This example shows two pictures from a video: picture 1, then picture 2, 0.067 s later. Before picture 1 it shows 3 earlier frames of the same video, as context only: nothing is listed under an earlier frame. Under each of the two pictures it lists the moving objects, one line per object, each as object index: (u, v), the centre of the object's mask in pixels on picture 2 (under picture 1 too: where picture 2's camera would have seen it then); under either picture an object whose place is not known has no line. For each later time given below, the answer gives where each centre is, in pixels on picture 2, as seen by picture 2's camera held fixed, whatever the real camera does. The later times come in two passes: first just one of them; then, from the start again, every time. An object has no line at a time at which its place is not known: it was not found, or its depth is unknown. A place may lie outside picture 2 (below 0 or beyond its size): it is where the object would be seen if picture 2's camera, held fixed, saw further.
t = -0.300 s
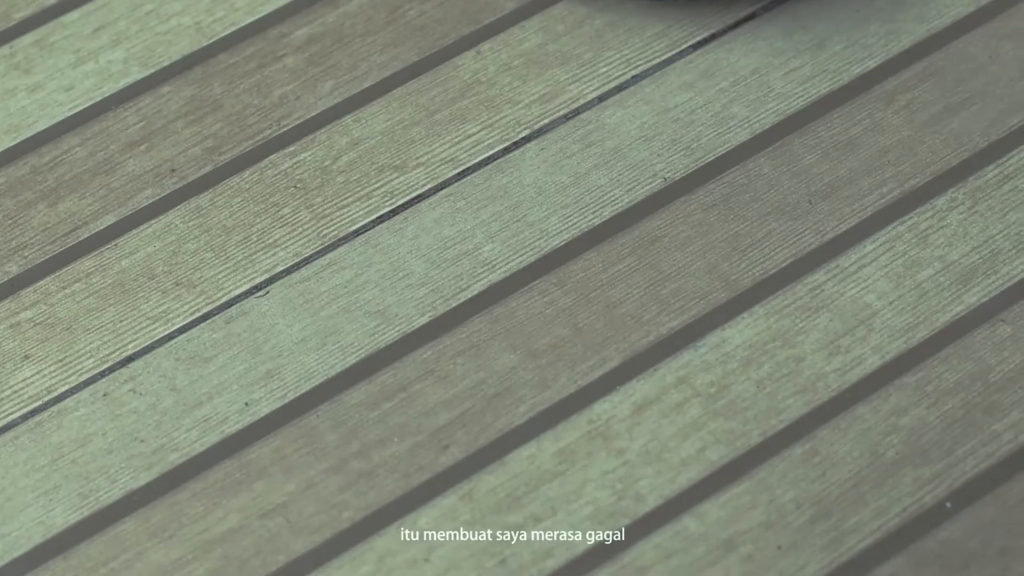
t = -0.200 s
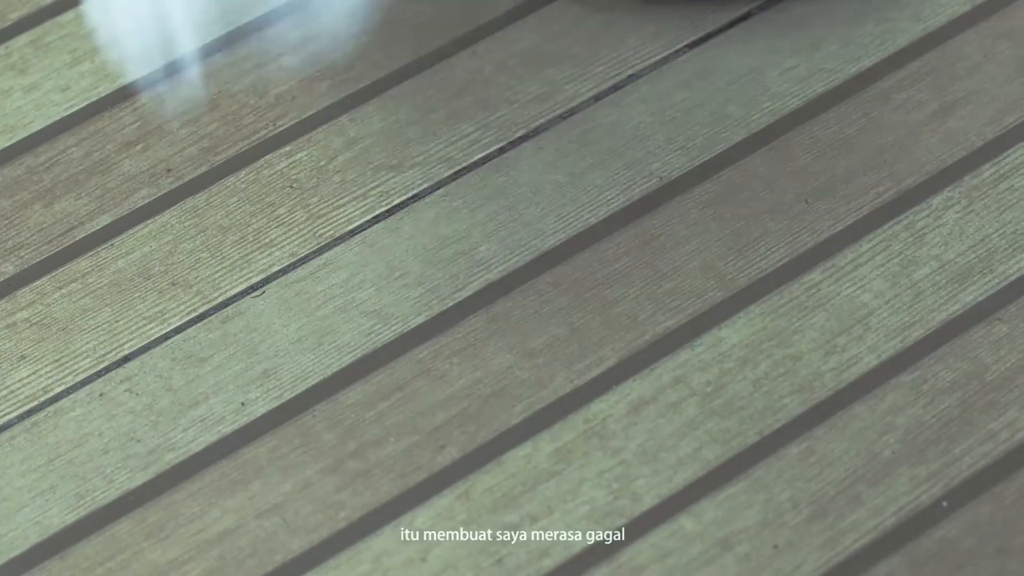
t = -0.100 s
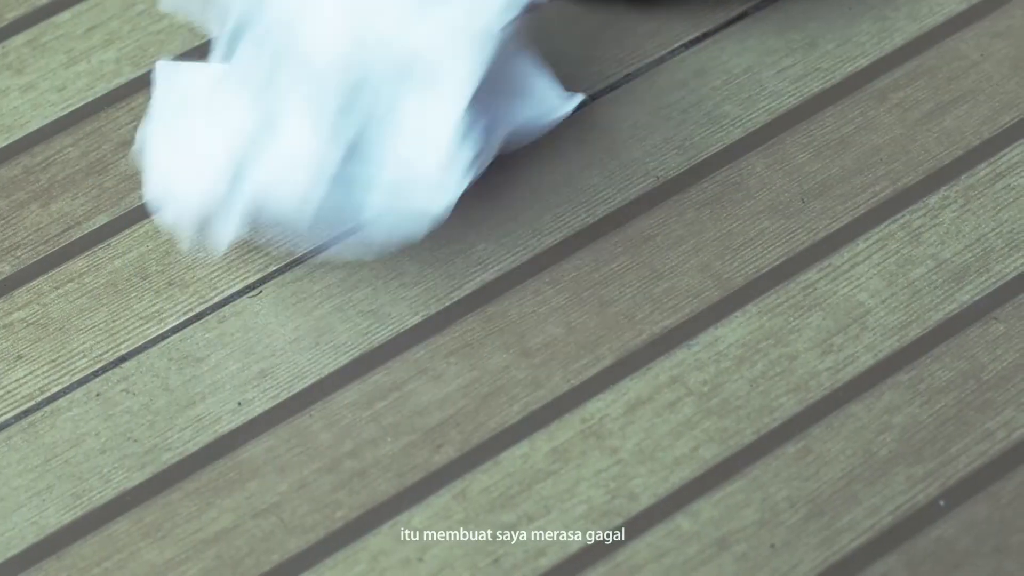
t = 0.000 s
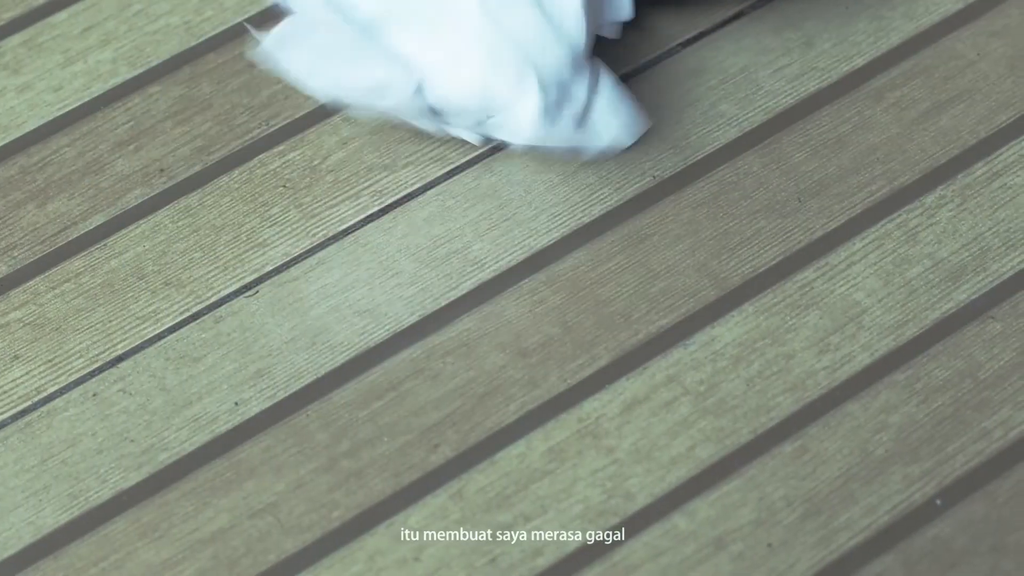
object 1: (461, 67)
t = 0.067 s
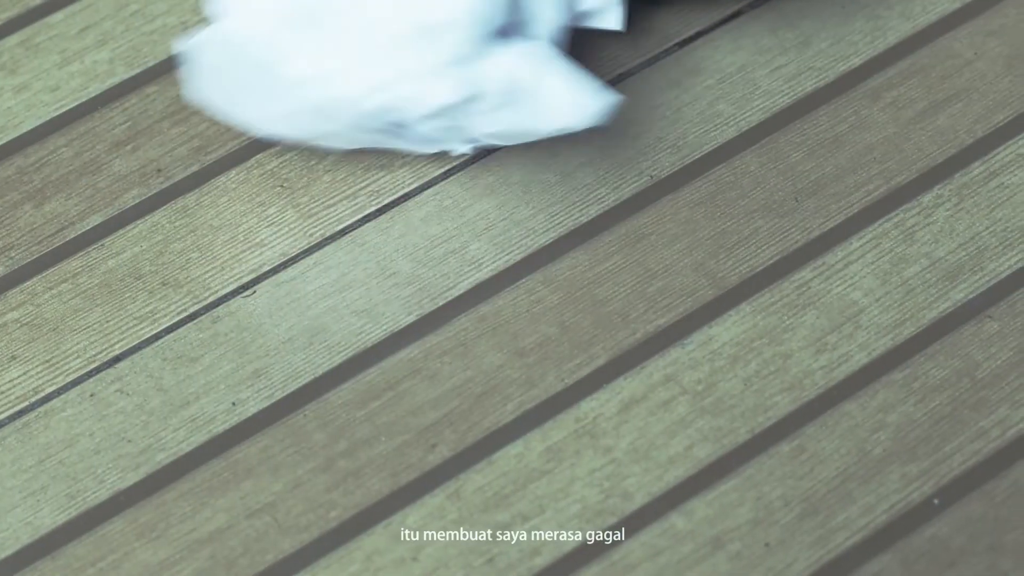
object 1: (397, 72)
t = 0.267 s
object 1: (348, 145)
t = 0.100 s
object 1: (360, 75)
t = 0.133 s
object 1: (339, 81)
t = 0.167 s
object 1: (332, 92)
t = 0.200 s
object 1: (340, 108)
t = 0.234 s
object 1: (350, 125)
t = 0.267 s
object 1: (348, 145)
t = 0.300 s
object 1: (332, 159)
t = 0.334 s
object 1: (320, 166)
